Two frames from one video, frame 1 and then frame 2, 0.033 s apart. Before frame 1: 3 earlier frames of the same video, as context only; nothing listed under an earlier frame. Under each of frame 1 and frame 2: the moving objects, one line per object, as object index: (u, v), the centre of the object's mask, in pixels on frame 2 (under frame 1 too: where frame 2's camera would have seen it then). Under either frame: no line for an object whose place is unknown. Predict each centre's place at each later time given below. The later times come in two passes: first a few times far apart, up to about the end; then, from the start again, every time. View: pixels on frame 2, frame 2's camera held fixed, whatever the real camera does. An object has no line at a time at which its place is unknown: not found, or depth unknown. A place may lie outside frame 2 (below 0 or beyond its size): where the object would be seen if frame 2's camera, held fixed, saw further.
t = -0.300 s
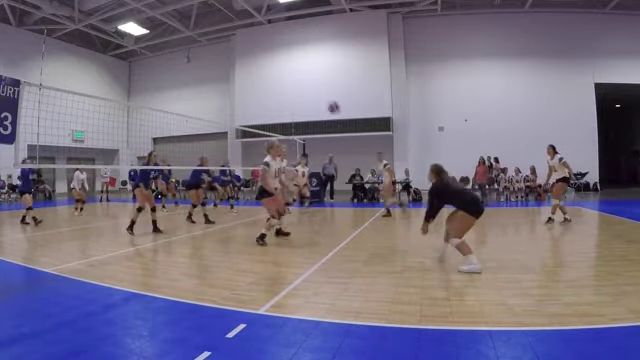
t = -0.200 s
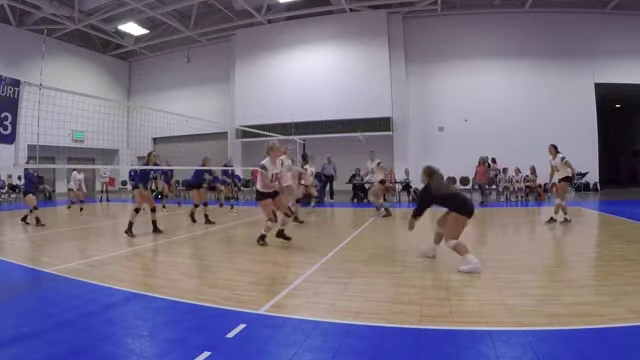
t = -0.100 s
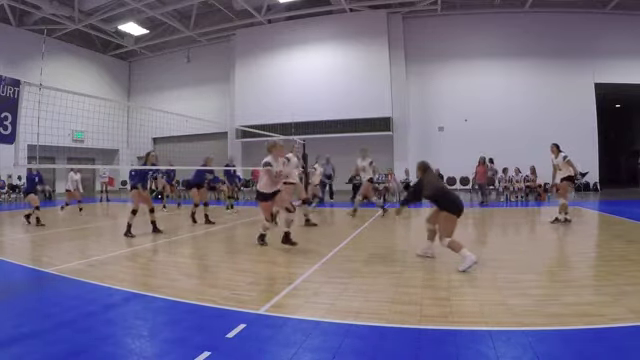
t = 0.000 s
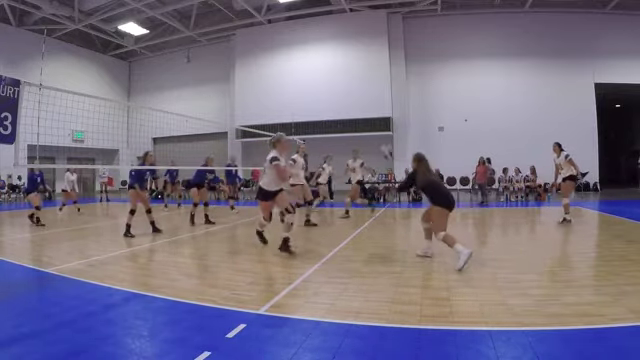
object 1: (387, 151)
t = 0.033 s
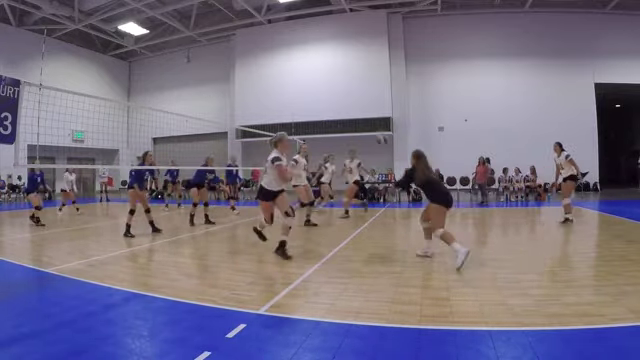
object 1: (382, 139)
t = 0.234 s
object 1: (354, 81)
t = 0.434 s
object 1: (332, 57)
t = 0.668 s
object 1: (313, 57)
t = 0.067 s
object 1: (376, 125)
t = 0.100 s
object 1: (371, 115)
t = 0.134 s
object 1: (367, 105)
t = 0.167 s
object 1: (362, 96)
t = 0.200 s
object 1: (358, 88)
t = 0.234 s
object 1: (354, 81)
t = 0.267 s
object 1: (349, 75)
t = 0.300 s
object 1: (346, 70)
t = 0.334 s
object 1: (342, 65)
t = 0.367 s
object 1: (339, 62)
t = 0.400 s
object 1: (335, 59)
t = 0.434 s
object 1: (332, 57)
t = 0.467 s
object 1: (329, 55)
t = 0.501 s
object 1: (326, 54)
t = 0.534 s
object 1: (323, 53)
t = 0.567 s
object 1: (321, 53)
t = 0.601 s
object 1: (318, 54)
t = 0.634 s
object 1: (315, 55)
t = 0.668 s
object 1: (313, 57)
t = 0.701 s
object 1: (310, 59)
